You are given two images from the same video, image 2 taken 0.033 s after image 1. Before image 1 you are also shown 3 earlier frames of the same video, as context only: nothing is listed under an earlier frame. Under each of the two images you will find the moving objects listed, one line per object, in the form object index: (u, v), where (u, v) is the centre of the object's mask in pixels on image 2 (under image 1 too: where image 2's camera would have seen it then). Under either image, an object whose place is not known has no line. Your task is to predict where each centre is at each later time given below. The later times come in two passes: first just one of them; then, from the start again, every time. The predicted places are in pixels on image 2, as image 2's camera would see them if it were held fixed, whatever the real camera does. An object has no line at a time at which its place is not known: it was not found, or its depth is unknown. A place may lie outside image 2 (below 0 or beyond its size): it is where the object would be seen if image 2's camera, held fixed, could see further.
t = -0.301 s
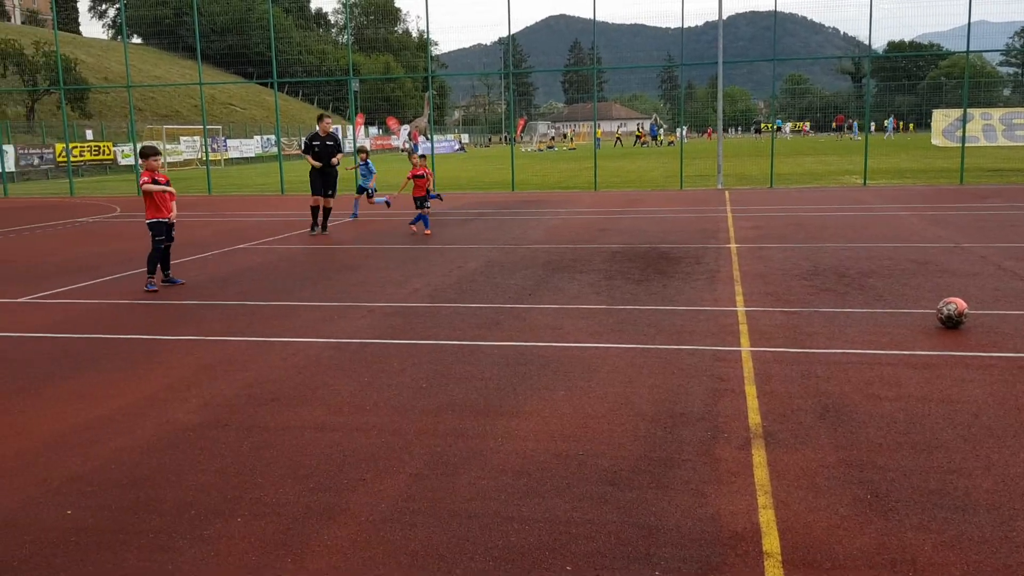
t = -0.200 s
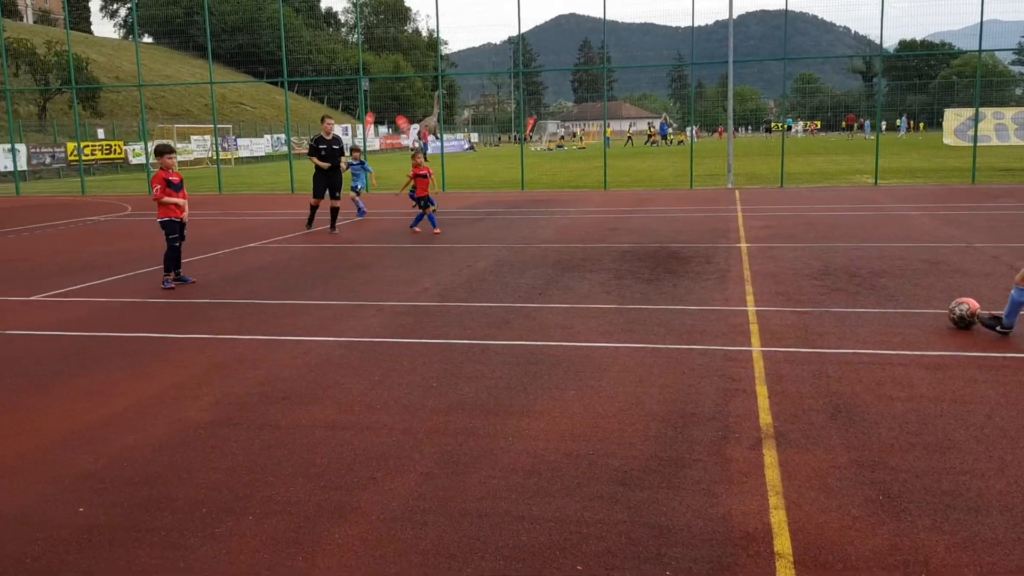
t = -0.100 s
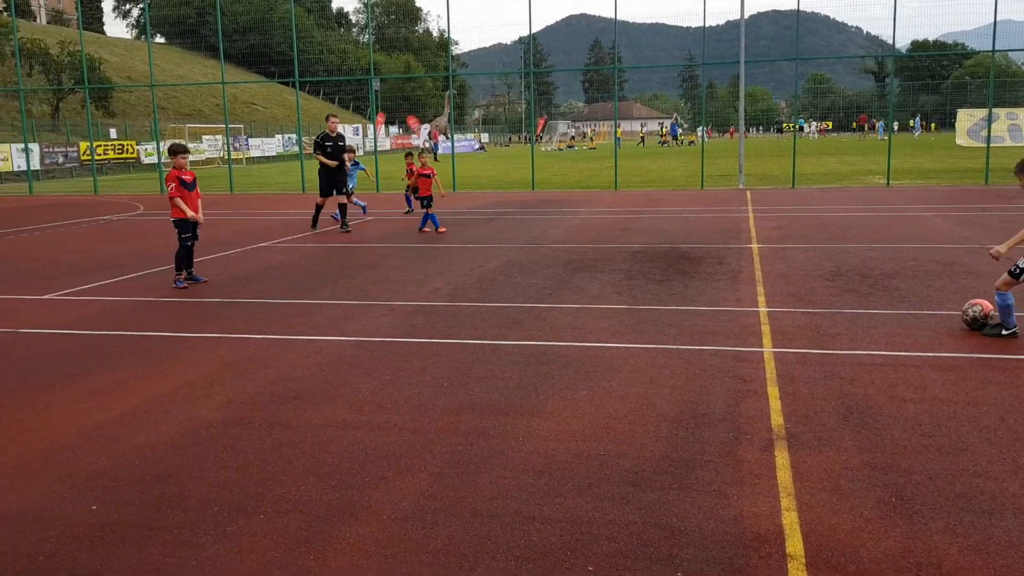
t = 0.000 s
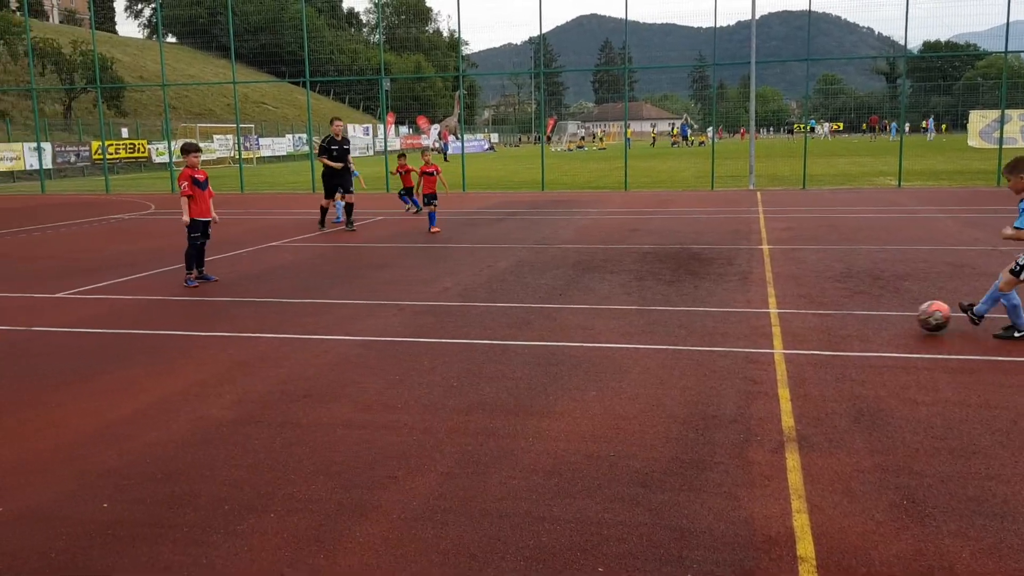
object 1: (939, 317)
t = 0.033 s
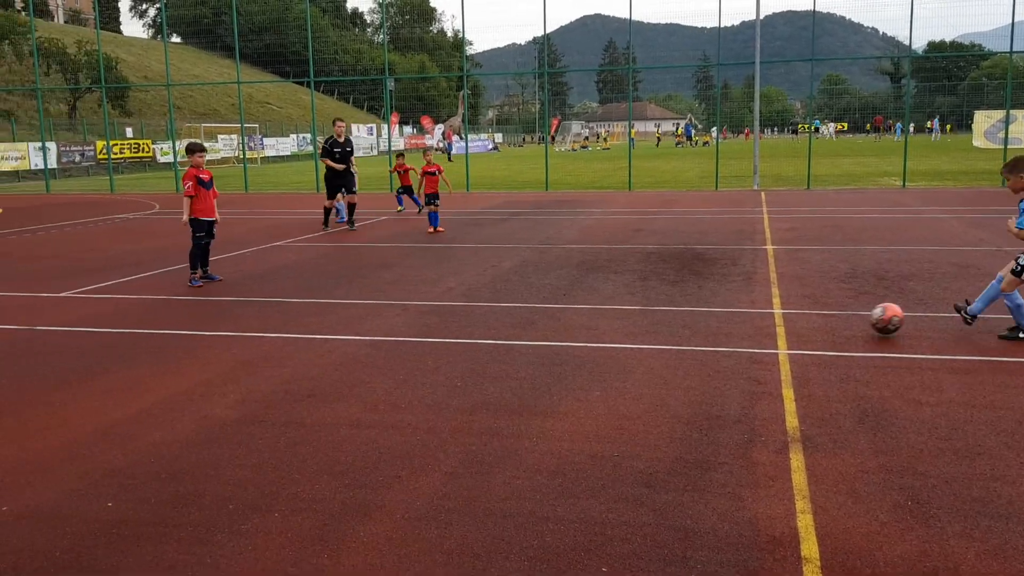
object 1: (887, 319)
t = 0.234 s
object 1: (587, 333)
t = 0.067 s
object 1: (835, 322)
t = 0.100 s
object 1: (782, 326)
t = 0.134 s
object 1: (733, 326)
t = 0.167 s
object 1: (684, 328)
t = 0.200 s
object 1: (635, 331)
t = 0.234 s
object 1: (587, 333)
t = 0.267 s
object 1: (541, 334)
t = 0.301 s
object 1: (493, 336)
